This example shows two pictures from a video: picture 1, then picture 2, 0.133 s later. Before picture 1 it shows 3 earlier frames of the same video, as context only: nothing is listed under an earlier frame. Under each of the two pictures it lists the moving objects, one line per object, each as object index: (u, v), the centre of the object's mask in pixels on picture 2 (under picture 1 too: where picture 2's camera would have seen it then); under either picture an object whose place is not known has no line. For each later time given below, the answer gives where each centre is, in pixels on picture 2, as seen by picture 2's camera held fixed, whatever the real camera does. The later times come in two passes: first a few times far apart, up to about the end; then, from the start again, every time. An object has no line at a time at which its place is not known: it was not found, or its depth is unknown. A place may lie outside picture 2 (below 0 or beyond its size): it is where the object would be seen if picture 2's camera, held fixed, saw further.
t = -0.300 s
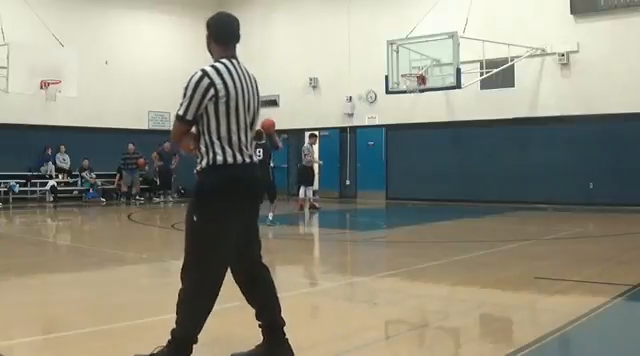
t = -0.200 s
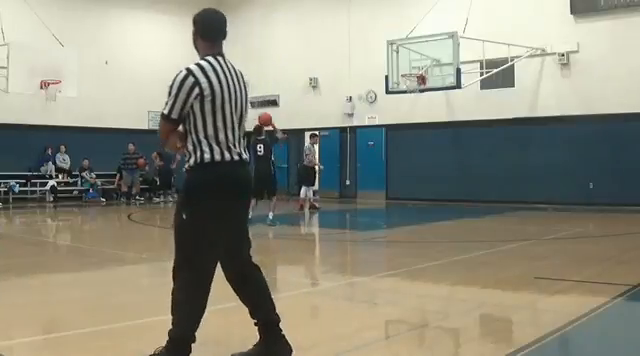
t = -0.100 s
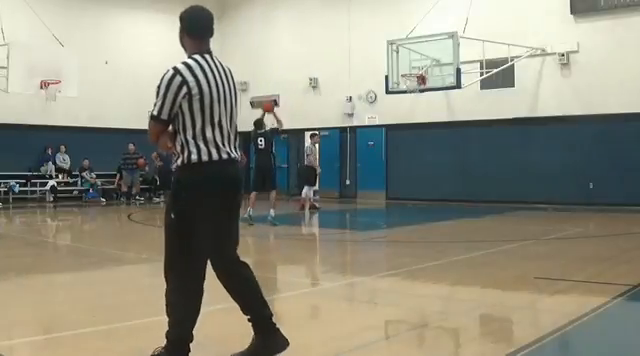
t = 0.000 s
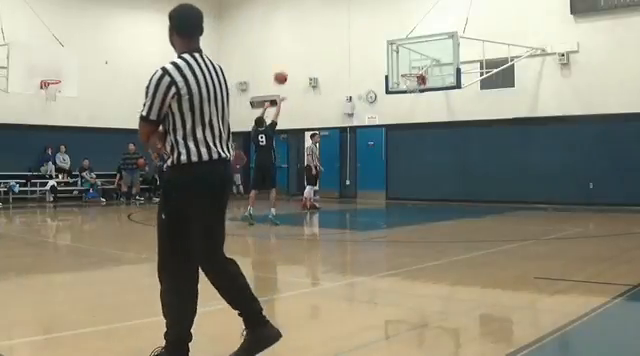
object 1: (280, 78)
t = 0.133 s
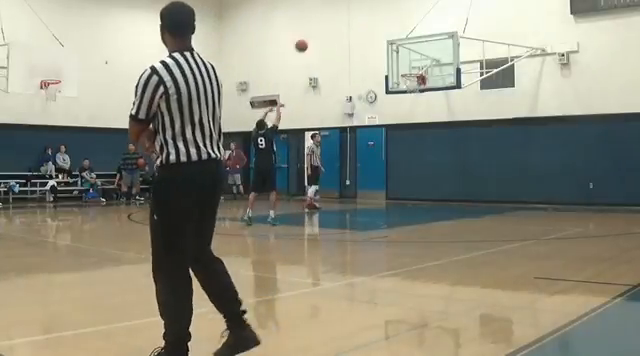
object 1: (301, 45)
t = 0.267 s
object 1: (320, 25)
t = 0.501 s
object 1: (351, 11)
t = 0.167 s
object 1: (306, 39)
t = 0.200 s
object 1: (311, 34)
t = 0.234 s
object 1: (315, 29)
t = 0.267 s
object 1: (320, 25)
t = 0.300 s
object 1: (325, 21)
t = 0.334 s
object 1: (329, 18)
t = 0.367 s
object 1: (334, 15)
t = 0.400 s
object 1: (338, 14)
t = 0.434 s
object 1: (343, 12)
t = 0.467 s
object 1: (347, 12)
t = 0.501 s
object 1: (351, 11)
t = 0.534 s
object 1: (355, 11)
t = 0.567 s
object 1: (359, 12)
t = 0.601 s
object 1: (363, 14)
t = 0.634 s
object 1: (367, 15)
